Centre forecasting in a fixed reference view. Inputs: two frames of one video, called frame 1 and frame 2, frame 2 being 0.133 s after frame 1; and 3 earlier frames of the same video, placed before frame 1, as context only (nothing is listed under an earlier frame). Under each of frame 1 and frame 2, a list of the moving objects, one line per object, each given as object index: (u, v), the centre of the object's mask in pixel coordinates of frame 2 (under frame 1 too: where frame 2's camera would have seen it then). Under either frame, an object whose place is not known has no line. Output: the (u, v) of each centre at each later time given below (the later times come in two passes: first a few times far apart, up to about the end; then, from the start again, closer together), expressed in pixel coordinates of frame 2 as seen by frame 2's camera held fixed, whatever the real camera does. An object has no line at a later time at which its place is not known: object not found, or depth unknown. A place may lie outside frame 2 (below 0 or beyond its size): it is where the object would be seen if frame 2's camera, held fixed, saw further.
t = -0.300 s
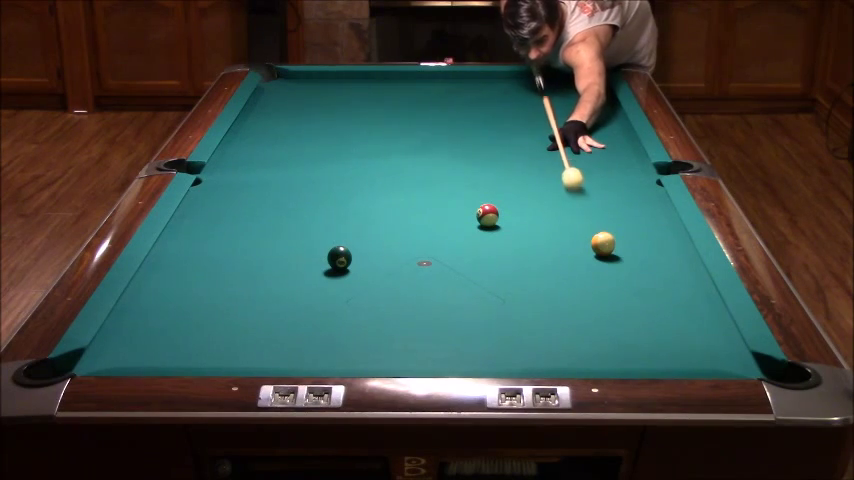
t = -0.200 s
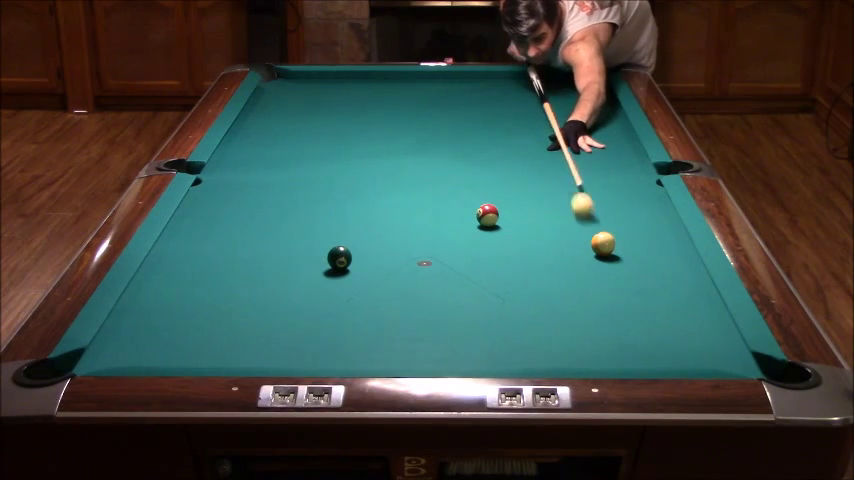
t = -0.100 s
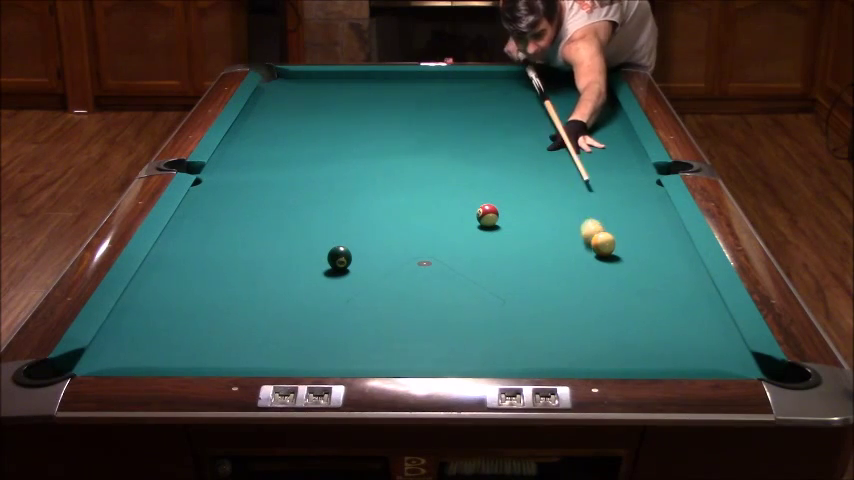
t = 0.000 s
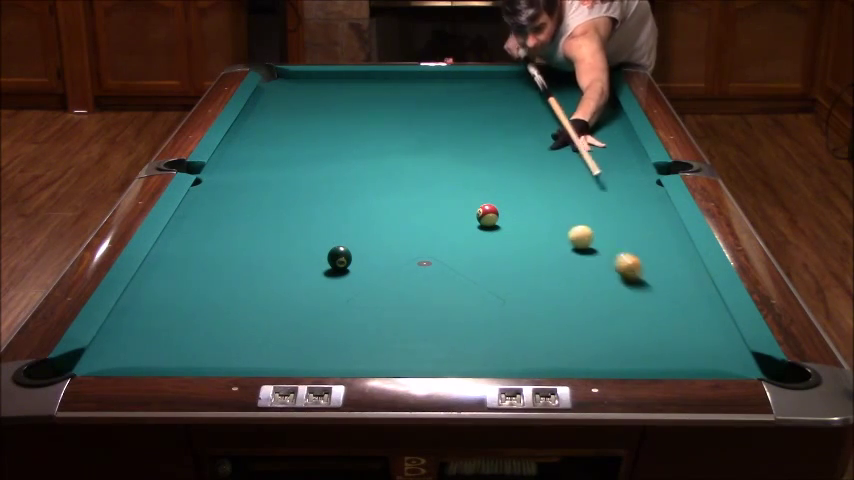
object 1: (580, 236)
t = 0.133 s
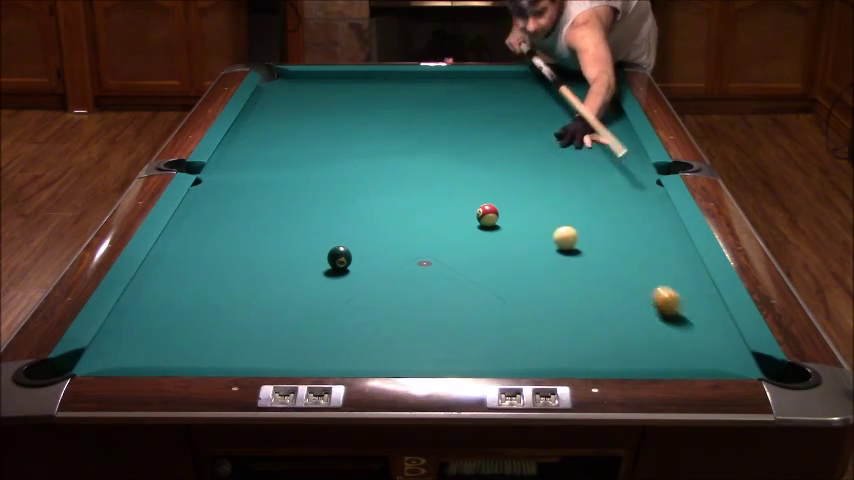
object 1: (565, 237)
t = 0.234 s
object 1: (554, 238)
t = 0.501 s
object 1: (526, 240)
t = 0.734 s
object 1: (504, 241)
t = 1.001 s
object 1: (481, 242)
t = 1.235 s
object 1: (464, 243)
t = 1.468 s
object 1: (449, 244)
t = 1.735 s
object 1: (434, 245)
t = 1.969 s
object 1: (423, 246)
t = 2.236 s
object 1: (413, 247)
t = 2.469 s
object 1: (406, 247)
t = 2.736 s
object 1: (401, 248)
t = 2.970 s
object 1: (399, 248)
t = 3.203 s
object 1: (398, 248)
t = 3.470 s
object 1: (398, 248)
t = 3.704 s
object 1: (399, 248)
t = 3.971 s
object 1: (399, 248)
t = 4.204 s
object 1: (398, 248)
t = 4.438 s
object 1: (399, 248)
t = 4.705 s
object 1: (399, 248)
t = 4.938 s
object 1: (398, 248)
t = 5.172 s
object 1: (397, 247)
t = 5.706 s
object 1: (399, 248)
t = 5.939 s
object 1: (399, 248)
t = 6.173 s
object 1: (399, 248)
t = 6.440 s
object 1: (399, 248)
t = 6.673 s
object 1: (399, 248)
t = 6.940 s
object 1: (399, 248)
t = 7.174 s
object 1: (399, 248)
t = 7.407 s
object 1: (399, 248)
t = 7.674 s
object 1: (399, 248)
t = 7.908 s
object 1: (399, 248)
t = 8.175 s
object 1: (399, 248)
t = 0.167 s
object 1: (561, 238)
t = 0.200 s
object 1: (557, 238)
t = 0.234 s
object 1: (554, 238)
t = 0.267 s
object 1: (550, 238)
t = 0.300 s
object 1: (547, 238)
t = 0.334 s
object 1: (543, 239)
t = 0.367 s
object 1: (540, 239)
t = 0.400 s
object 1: (536, 239)
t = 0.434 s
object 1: (533, 239)
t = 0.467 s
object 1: (529, 239)
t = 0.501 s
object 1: (526, 240)
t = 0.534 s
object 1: (523, 240)
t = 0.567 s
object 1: (520, 240)
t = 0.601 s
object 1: (516, 240)
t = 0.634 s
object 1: (513, 240)
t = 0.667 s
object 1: (510, 240)
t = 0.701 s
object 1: (507, 241)
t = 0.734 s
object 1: (504, 241)
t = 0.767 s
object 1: (501, 241)
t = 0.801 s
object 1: (499, 241)
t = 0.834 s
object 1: (495, 241)
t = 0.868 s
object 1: (492, 241)
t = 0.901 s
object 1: (490, 241)
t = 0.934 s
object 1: (487, 242)
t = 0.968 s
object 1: (484, 242)
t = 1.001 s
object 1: (481, 242)
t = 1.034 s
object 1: (479, 242)
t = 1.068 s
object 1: (476, 242)
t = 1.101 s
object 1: (474, 242)
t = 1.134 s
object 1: (471, 242)
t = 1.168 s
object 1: (469, 242)
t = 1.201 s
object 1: (466, 243)
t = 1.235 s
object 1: (464, 243)
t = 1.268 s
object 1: (462, 243)
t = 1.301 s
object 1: (459, 243)
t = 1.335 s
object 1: (457, 243)
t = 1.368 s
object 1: (455, 243)
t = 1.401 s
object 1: (453, 244)
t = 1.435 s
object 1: (451, 244)
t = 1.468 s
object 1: (449, 244)
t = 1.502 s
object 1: (447, 244)
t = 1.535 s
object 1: (445, 244)
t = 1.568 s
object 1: (443, 244)
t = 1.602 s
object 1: (441, 245)
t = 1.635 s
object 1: (439, 245)
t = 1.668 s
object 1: (437, 245)
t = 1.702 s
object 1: (436, 245)
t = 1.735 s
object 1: (434, 245)
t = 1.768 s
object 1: (432, 245)
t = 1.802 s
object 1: (430, 245)
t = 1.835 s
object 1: (429, 245)
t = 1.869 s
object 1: (427, 246)
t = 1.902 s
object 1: (426, 246)
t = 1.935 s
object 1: (424, 246)
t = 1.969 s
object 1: (423, 246)
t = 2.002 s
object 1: (422, 246)
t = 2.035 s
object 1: (420, 247)
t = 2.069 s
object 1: (419, 247)
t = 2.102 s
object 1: (418, 247)
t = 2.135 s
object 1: (416, 247)
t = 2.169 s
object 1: (415, 247)
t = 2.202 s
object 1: (414, 247)
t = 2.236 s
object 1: (413, 247)
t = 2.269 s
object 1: (412, 247)
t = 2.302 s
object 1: (411, 247)
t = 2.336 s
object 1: (410, 247)
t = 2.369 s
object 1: (409, 247)
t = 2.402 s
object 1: (408, 247)
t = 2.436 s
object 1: (407, 247)
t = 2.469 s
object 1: (406, 247)
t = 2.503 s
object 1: (405, 247)
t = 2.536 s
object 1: (405, 247)
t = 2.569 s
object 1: (404, 248)
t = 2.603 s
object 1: (403, 247)
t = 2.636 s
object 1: (402, 248)
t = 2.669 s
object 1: (402, 248)
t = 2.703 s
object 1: (401, 248)
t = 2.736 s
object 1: (401, 248)
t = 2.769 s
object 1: (400, 248)
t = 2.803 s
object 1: (400, 248)
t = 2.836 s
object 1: (400, 248)
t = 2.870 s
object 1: (399, 248)
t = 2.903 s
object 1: (399, 248)
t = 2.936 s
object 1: (399, 248)
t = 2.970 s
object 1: (399, 248)
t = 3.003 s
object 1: (399, 248)
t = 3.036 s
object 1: (399, 248)
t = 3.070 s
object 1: (398, 248)
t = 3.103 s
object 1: (398, 248)
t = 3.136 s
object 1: (399, 248)
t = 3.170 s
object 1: (398, 248)
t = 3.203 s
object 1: (398, 248)
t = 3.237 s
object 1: (398, 248)
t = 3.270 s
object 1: (398, 248)
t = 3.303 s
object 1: (398, 248)
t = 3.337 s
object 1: (398, 248)
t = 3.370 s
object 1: (398, 248)
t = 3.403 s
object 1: (398, 248)
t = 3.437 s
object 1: (398, 248)
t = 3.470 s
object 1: (398, 248)
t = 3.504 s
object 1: (398, 248)
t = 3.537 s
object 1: (399, 248)
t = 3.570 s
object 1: (398, 248)
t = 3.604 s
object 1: (399, 248)
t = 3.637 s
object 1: (399, 248)
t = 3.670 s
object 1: (399, 248)
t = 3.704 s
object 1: (399, 248)
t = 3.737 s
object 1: (399, 248)
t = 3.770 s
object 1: (399, 248)
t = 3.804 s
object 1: (399, 248)
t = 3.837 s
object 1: (399, 248)
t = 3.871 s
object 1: (399, 248)
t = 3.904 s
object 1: (398, 248)
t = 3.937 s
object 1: (398, 248)
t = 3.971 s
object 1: (399, 248)
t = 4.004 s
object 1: (398, 248)
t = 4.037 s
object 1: (399, 248)
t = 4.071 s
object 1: (398, 248)
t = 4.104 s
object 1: (398, 248)
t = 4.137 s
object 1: (398, 248)
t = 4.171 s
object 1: (398, 248)
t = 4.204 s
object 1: (398, 248)
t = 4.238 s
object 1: (399, 248)
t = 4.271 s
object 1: (399, 248)
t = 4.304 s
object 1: (399, 248)
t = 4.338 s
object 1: (399, 248)
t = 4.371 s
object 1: (399, 248)
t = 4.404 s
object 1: (399, 248)
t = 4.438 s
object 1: (399, 248)
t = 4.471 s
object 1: (399, 248)
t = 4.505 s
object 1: (399, 248)
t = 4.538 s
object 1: (399, 248)
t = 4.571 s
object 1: (399, 248)
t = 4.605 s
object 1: (399, 248)
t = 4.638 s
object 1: (399, 248)
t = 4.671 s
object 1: (399, 248)
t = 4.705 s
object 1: (399, 248)
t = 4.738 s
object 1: (399, 248)
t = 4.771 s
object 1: (399, 248)
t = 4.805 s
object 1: (398, 248)
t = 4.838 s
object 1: (398, 248)
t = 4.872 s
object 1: (398, 248)
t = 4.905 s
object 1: (398, 248)
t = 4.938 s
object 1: (398, 248)
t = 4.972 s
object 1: (398, 248)
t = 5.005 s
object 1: (398, 248)
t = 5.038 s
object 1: (399, 248)
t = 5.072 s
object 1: (399, 248)
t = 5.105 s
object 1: (399, 248)
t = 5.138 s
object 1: (399, 248)
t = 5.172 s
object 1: (397, 247)
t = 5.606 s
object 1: (399, 248)
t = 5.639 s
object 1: (399, 248)
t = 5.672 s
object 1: (399, 248)
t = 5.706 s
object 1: (399, 248)
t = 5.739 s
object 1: (399, 248)
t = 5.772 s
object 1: (399, 248)
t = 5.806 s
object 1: (399, 248)
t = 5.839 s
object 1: (399, 248)
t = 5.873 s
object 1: (399, 248)
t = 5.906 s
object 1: (399, 248)
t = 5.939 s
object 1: (399, 248)
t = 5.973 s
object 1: (399, 248)
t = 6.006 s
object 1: (399, 248)
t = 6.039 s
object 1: (399, 248)
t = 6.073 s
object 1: (399, 248)
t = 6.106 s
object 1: (399, 248)
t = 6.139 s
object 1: (399, 248)
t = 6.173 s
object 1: (399, 248)
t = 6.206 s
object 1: (399, 248)
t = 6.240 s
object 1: (399, 248)
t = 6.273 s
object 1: (399, 248)
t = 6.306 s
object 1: (399, 248)
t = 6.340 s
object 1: (399, 248)
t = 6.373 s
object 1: (399, 248)
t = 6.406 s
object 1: (399, 248)
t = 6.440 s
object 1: (399, 248)
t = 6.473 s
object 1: (399, 248)
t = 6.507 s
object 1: (399, 248)
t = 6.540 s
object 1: (399, 248)
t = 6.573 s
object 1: (399, 248)
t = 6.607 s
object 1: (399, 248)
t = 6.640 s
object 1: (399, 248)
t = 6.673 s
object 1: (399, 248)
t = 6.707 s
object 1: (399, 248)
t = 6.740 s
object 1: (399, 248)
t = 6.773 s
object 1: (399, 248)
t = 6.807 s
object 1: (399, 248)
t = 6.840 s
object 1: (399, 248)
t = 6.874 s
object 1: (399, 248)
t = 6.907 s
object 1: (399, 248)
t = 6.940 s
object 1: (399, 248)
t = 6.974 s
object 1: (399, 248)
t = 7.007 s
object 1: (399, 248)
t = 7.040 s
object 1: (399, 248)
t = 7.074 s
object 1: (399, 248)
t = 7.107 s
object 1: (399, 248)
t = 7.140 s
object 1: (399, 248)
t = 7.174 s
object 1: (399, 248)
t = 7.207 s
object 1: (399, 248)
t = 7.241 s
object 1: (399, 248)
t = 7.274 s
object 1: (399, 248)
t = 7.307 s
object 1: (399, 248)
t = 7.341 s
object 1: (399, 248)
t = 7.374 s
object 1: (399, 248)
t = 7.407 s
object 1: (399, 248)
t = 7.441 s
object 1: (399, 248)
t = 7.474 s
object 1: (399, 248)
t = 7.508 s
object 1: (399, 248)
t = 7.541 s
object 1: (399, 248)
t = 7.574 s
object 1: (399, 248)
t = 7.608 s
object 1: (399, 248)
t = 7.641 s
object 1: (399, 248)
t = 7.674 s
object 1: (399, 248)
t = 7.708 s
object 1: (399, 248)
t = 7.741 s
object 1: (399, 248)
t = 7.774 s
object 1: (399, 248)
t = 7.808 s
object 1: (399, 248)
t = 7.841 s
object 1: (399, 248)
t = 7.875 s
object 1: (399, 248)
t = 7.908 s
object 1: (399, 248)
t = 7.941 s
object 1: (399, 248)
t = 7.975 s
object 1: (399, 248)
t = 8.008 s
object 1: (399, 248)
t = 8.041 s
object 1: (399, 248)
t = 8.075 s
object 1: (399, 248)
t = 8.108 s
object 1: (399, 248)
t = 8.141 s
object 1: (399, 248)
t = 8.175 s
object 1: (399, 248)
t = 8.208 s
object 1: (399, 248)
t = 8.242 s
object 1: (399, 248)
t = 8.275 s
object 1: (399, 248)
